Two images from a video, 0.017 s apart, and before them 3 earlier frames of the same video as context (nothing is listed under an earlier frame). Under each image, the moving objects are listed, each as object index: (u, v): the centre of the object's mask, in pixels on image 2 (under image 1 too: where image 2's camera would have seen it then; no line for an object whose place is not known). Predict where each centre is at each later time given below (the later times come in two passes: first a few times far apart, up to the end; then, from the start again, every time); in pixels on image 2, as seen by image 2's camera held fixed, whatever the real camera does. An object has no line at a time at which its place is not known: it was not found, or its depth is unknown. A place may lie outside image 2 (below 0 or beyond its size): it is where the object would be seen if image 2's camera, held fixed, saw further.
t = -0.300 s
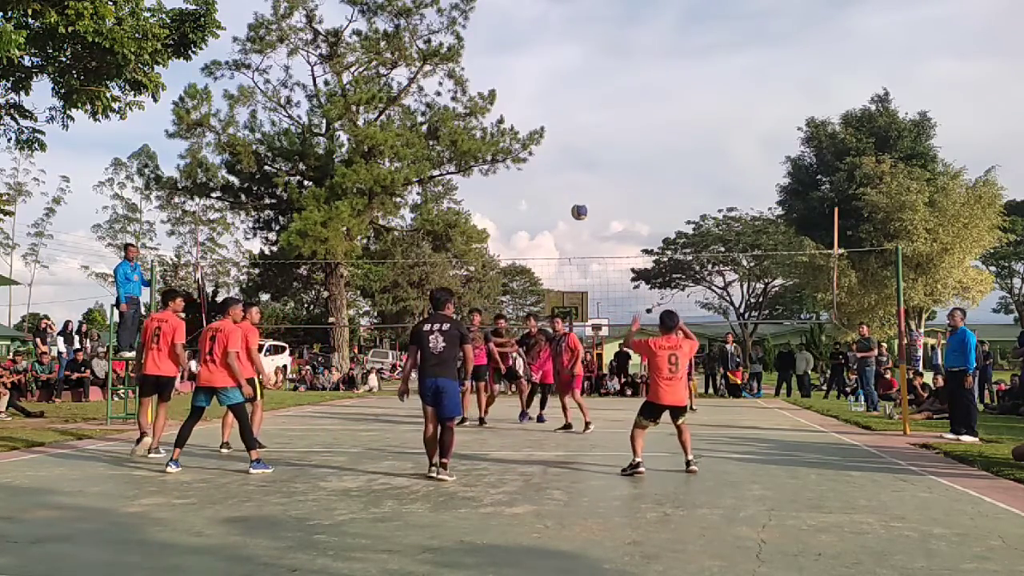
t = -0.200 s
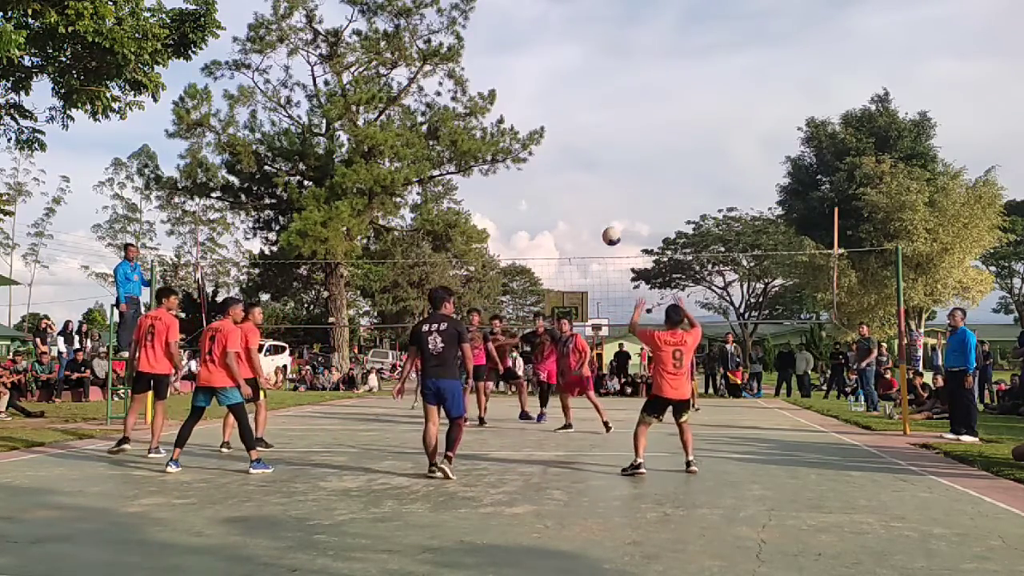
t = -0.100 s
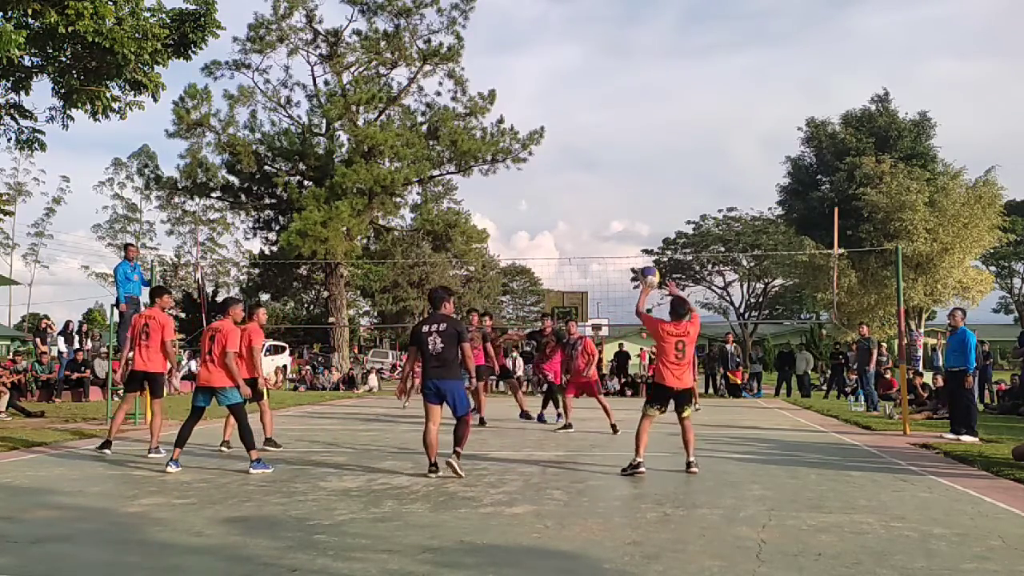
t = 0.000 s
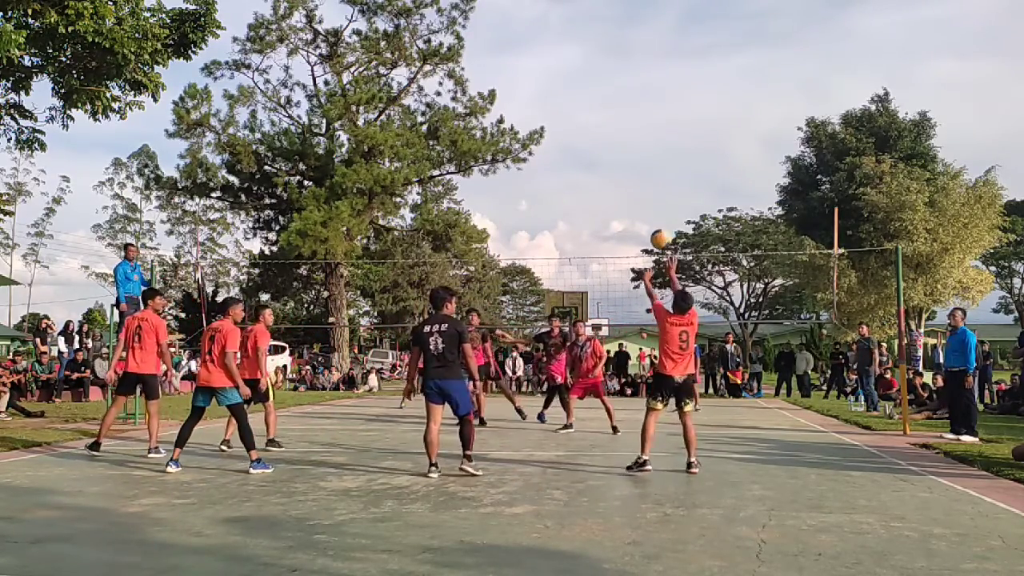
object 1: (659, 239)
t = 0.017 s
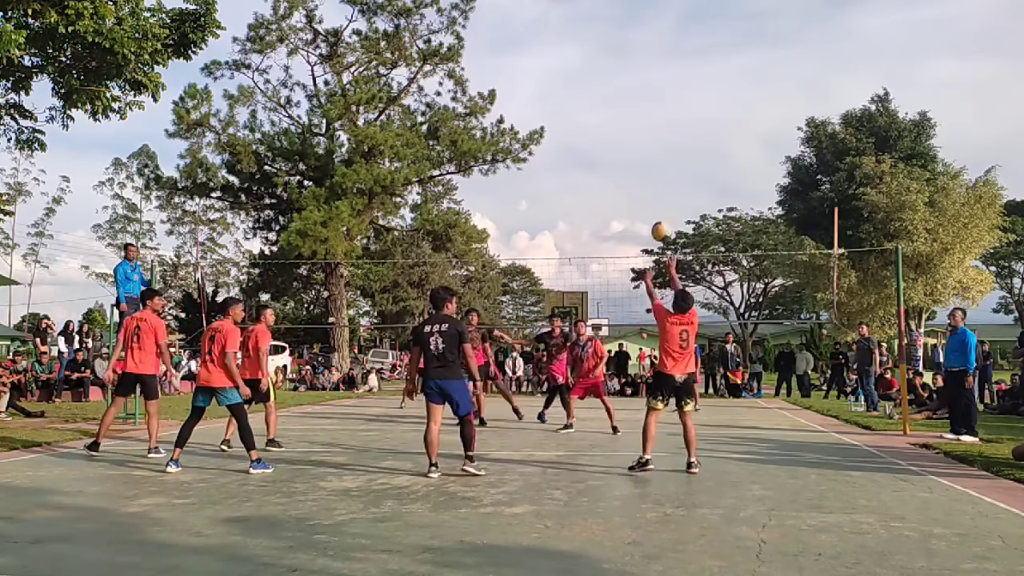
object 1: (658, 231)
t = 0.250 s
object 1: (671, 157)
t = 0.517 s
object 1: (683, 140)
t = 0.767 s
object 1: (694, 177)
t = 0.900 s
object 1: (699, 213)
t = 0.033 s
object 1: (661, 224)
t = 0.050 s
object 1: (662, 216)
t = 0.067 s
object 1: (663, 210)
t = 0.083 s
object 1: (665, 203)
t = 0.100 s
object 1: (665, 197)
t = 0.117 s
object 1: (666, 191)
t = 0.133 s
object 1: (666, 186)
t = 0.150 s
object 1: (667, 181)
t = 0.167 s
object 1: (668, 176)
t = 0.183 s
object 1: (668, 172)
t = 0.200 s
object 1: (669, 167)
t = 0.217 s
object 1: (670, 164)
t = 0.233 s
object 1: (671, 160)
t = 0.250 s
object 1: (671, 157)
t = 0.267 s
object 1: (672, 154)
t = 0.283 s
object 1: (673, 151)
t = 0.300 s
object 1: (673, 149)
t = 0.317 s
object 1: (674, 147)
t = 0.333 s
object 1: (675, 145)
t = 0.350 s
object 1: (676, 143)
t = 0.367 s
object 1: (677, 141)
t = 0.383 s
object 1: (678, 140)
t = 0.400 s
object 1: (678, 140)
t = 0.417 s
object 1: (679, 139)
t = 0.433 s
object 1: (679, 139)
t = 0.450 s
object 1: (680, 139)
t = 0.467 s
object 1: (681, 139)
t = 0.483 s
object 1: (682, 139)
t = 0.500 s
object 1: (682, 140)
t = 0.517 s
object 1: (683, 140)
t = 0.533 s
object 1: (684, 141)
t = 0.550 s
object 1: (685, 143)
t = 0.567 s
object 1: (685, 144)
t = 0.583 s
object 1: (685, 146)
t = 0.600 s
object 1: (686, 148)
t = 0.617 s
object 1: (687, 150)
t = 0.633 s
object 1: (688, 152)
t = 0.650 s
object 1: (689, 154)
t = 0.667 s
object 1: (690, 157)
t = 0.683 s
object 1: (690, 160)
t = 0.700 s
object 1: (691, 163)
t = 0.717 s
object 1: (691, 166)
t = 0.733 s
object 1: (692, 170)
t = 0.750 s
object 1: (693, 173)
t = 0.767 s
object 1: (694, 177)
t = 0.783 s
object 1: (694, 181)
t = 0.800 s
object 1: (695, 185)
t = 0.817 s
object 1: (695, 189)
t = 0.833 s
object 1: (696, 194)
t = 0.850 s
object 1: (696, 199)
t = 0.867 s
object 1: (696, 204)
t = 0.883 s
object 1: (697, 208)
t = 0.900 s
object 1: (699, 213)
